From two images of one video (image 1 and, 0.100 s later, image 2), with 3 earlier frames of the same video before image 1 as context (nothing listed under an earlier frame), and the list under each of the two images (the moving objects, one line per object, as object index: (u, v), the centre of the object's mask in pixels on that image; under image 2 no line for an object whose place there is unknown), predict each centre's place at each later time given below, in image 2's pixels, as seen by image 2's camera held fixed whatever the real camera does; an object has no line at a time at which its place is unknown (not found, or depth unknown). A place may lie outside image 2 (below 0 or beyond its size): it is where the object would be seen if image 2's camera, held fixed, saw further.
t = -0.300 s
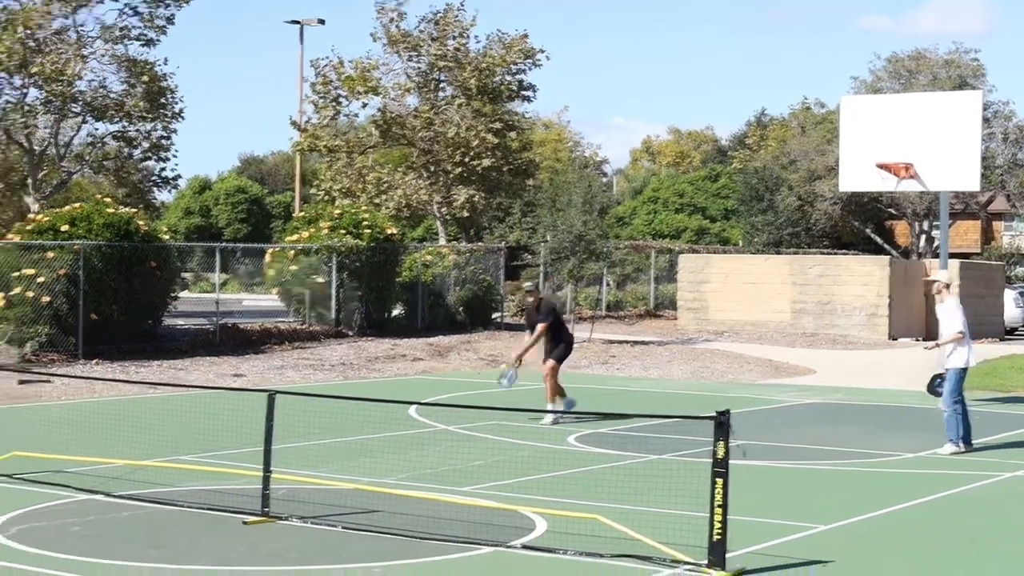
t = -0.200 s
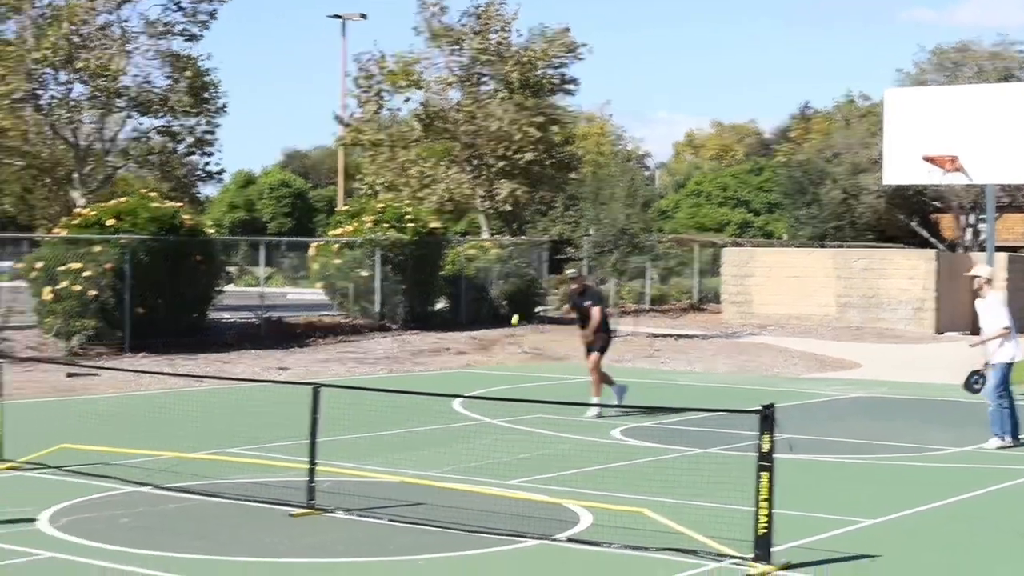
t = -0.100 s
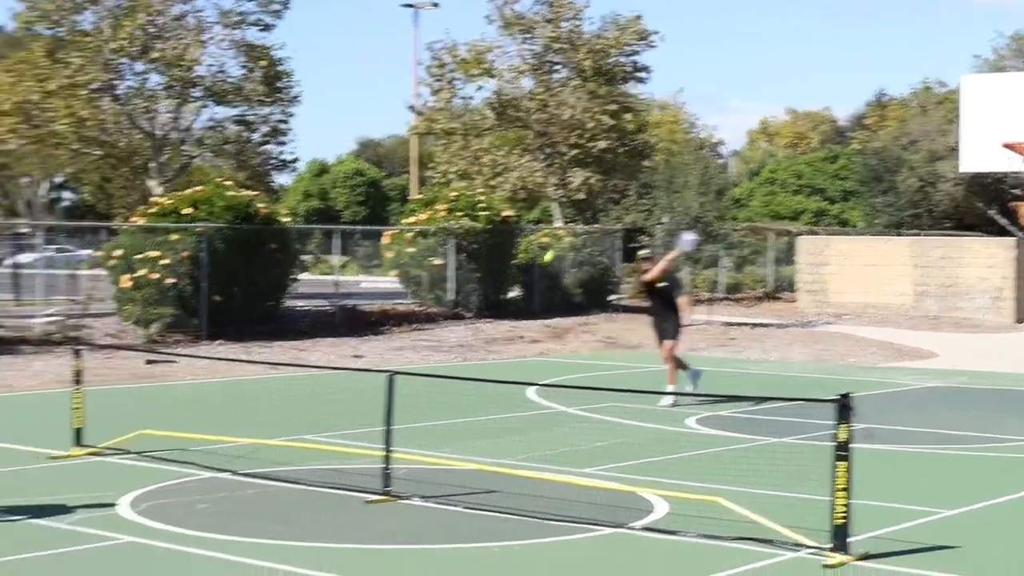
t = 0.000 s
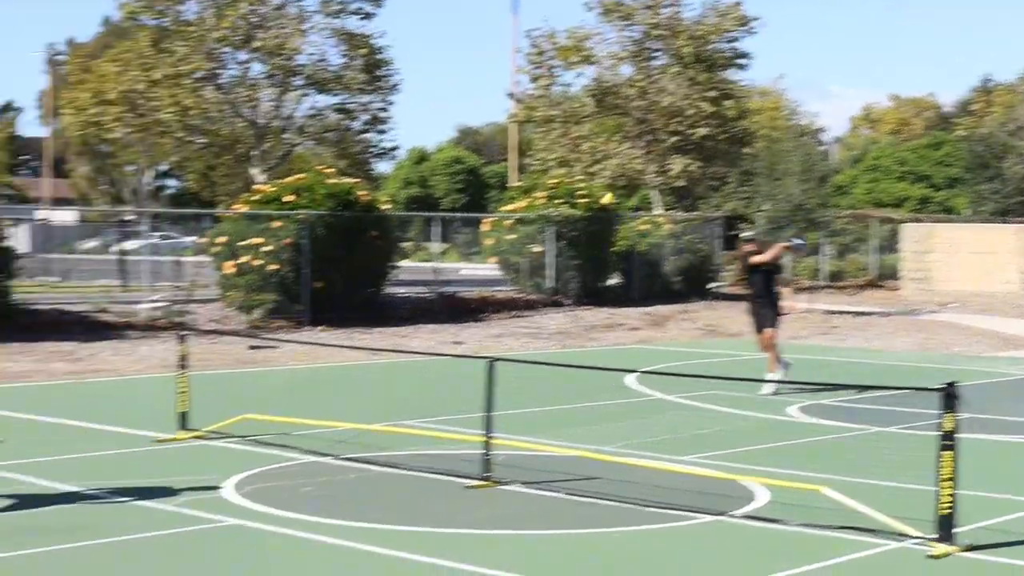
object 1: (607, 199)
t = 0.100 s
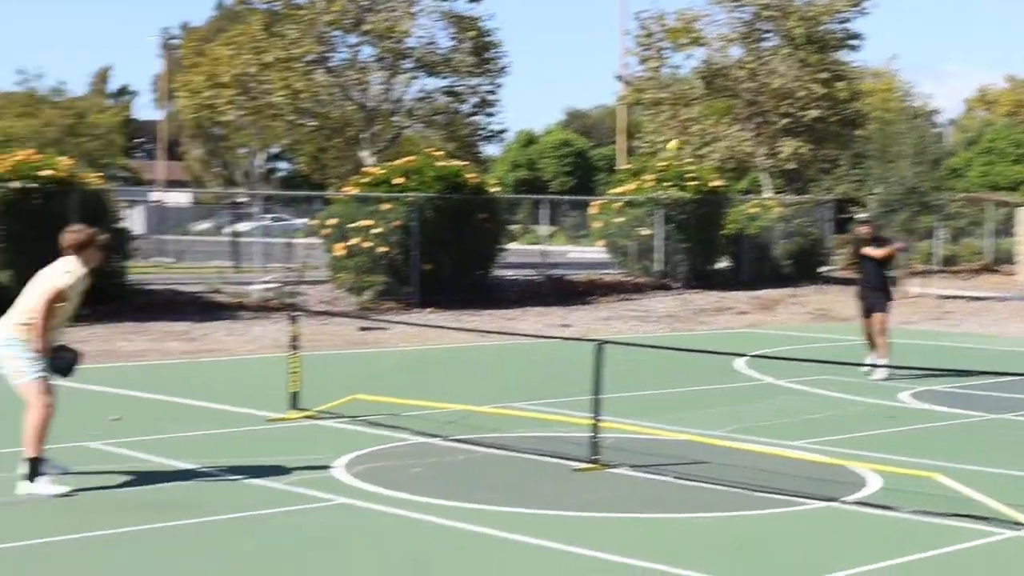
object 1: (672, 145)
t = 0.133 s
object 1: (663, 134)
